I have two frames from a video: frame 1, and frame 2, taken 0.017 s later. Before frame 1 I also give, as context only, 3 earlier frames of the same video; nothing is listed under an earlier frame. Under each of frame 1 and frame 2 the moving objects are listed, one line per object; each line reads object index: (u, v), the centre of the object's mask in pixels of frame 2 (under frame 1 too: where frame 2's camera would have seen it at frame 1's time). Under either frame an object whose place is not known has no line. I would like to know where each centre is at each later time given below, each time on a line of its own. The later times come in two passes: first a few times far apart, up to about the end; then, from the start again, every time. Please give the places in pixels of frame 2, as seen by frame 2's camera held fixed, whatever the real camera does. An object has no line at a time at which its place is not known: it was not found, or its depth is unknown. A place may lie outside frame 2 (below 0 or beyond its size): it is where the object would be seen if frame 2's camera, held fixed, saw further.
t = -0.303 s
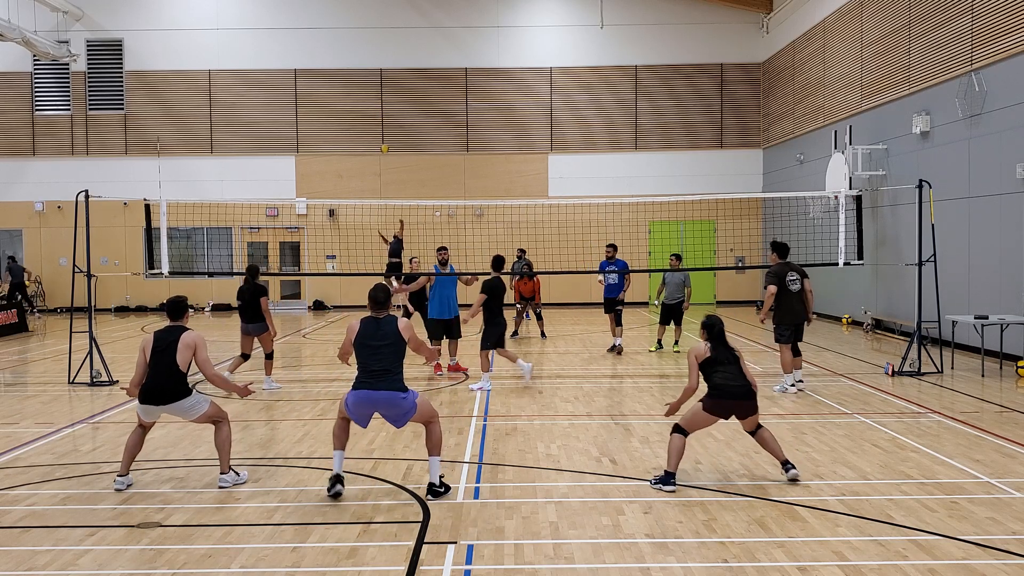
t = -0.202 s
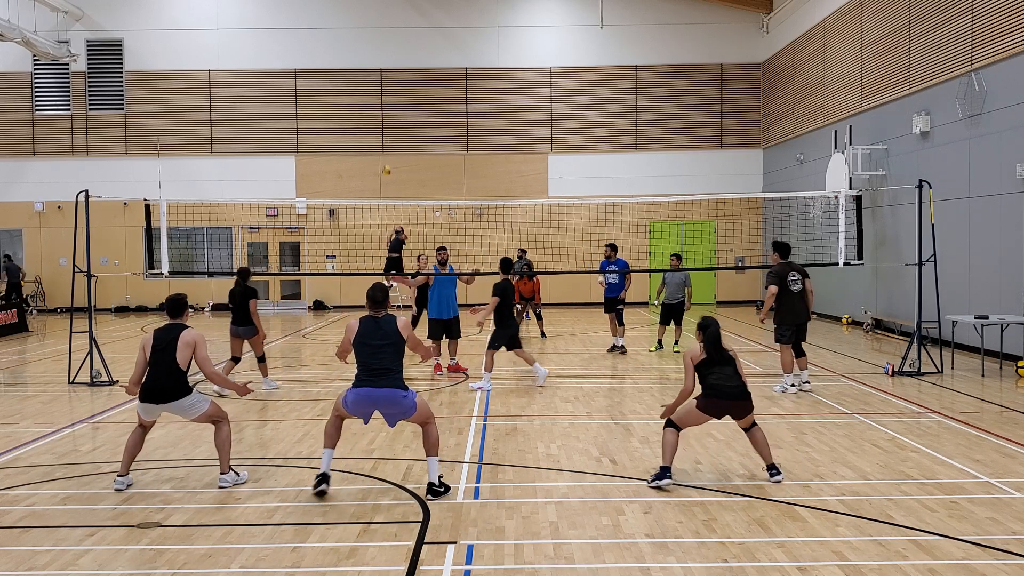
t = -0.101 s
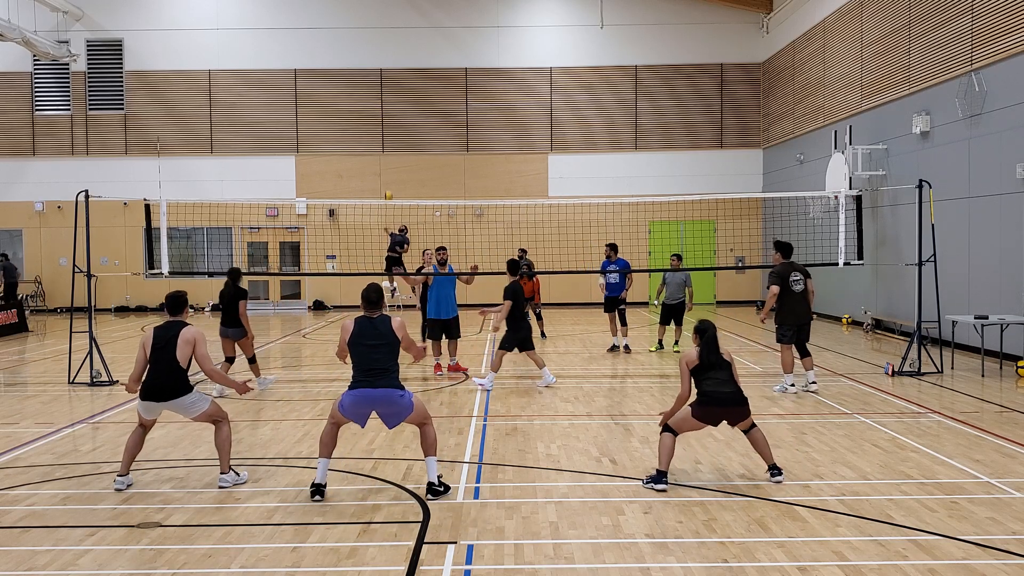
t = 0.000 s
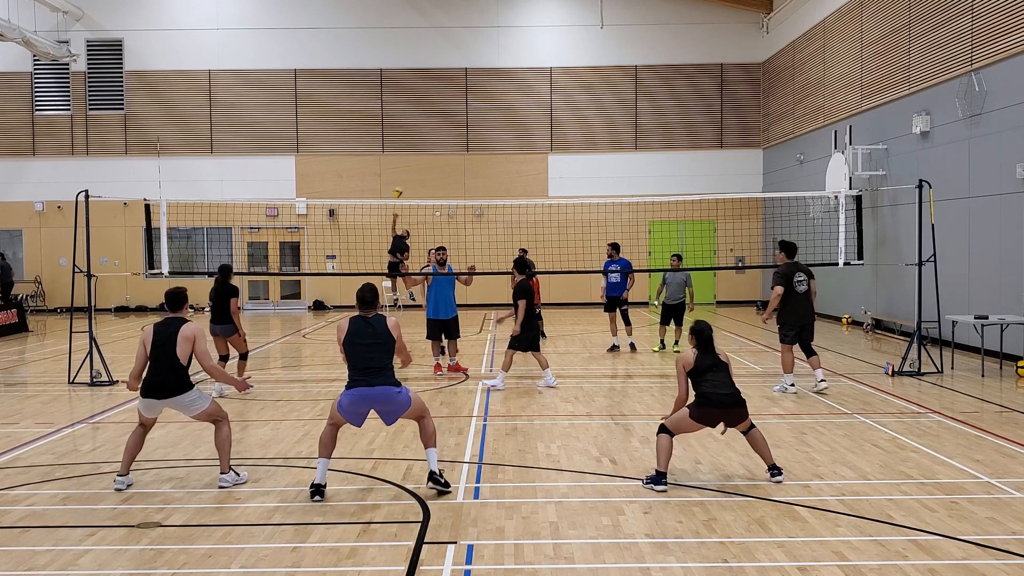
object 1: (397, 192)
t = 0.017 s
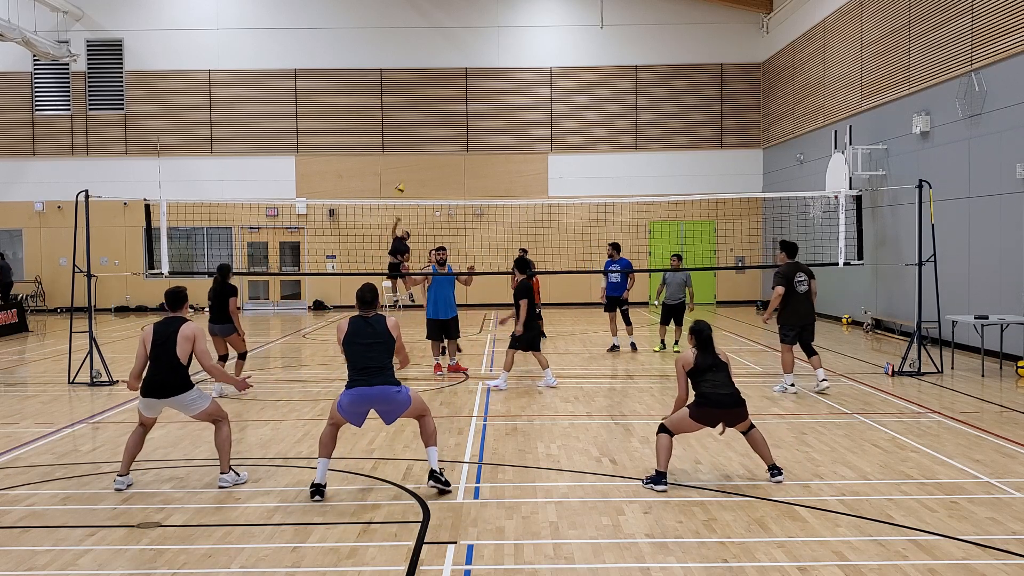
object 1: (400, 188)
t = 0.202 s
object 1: (429, 155)
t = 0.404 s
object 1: (477, 142)
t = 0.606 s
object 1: (550, 169)
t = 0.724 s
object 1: (608, 212)
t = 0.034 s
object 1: (401, 185)
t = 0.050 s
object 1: (404, 181)
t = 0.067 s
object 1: (407, 178)
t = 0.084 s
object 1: (409, 174)
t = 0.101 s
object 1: (412, 170)
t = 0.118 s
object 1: (414, 168)
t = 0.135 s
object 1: (417, 165)
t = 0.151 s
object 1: (420, 162)
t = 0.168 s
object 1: (423, 159)
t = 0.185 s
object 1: (426, 157)
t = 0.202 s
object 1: (429, 155)
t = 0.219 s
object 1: (433, 152)
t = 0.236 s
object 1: (437, 150)
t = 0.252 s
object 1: (439, 148)
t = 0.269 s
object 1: (443, 147)
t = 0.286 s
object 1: (447, 145)
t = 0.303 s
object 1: (451, 144)
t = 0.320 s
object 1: (455, 143)
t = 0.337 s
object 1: (459, 142)
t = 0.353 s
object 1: (463, 142)
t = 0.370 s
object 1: (468, 141)
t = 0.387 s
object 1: (473, 141)
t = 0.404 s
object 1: (477, 142)
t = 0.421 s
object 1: (482, 142)
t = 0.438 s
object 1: (488, 142)
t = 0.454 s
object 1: (494, 143)
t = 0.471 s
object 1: (498, 145)
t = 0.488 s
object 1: (504, 146)
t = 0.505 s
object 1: (510, 148)
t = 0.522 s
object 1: (516, 150)
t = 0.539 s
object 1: (522, 153)
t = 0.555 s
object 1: (529, 157)
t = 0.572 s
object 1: (536, 160)
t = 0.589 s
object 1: (542, 163)
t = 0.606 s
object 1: (550, 169)
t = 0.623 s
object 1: (557, 173)
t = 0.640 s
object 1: (565, 178)
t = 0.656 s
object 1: (572, 184)
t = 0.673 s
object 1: (581, 190)
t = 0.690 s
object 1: (589, 197)
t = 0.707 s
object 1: (598, 205)
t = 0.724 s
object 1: (608, 212)
